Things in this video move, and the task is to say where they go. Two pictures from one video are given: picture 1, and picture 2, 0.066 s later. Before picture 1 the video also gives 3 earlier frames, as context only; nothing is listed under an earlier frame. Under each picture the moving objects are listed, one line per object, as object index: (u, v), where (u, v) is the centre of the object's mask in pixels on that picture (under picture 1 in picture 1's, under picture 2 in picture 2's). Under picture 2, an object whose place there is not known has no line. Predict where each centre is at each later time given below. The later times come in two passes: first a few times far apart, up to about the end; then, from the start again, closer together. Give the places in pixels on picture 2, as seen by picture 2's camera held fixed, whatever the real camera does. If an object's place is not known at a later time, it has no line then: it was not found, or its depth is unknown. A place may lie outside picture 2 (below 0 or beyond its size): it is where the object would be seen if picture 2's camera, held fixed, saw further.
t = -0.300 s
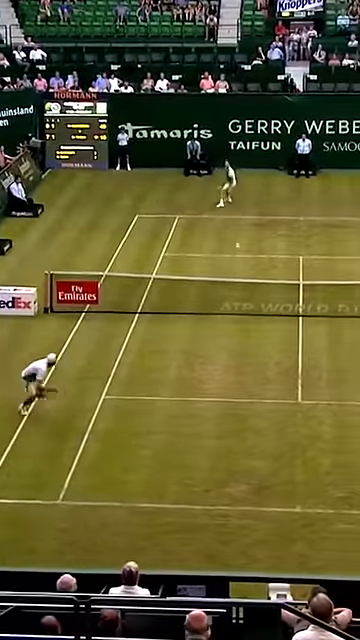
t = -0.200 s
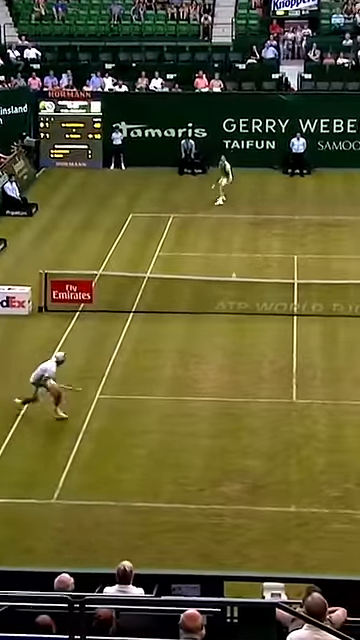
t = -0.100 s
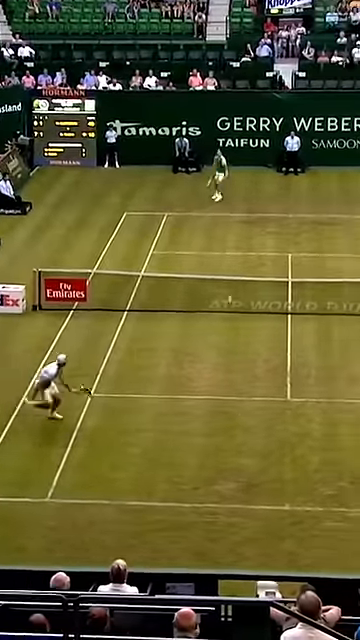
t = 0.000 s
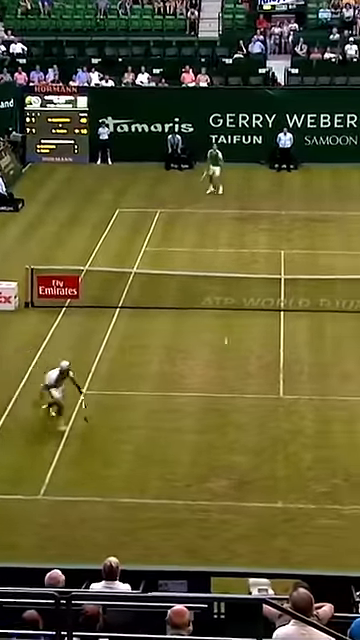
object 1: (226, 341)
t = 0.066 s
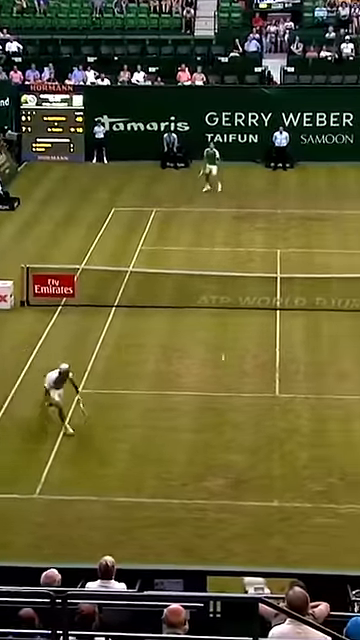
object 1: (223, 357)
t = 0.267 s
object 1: (230, 457)
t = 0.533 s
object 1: (239, 436)
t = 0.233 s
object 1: (230, 457)
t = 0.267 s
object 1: (230, 457)
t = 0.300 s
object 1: (232, 456)
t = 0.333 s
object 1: (233, 450)
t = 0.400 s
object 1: (235, 442)
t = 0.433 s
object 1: (237, 438)
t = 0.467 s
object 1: (237, 439)
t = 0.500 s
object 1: (238, 437)
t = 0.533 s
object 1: (239, 436)
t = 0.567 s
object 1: (240, 436)
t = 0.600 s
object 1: (242, 436)
